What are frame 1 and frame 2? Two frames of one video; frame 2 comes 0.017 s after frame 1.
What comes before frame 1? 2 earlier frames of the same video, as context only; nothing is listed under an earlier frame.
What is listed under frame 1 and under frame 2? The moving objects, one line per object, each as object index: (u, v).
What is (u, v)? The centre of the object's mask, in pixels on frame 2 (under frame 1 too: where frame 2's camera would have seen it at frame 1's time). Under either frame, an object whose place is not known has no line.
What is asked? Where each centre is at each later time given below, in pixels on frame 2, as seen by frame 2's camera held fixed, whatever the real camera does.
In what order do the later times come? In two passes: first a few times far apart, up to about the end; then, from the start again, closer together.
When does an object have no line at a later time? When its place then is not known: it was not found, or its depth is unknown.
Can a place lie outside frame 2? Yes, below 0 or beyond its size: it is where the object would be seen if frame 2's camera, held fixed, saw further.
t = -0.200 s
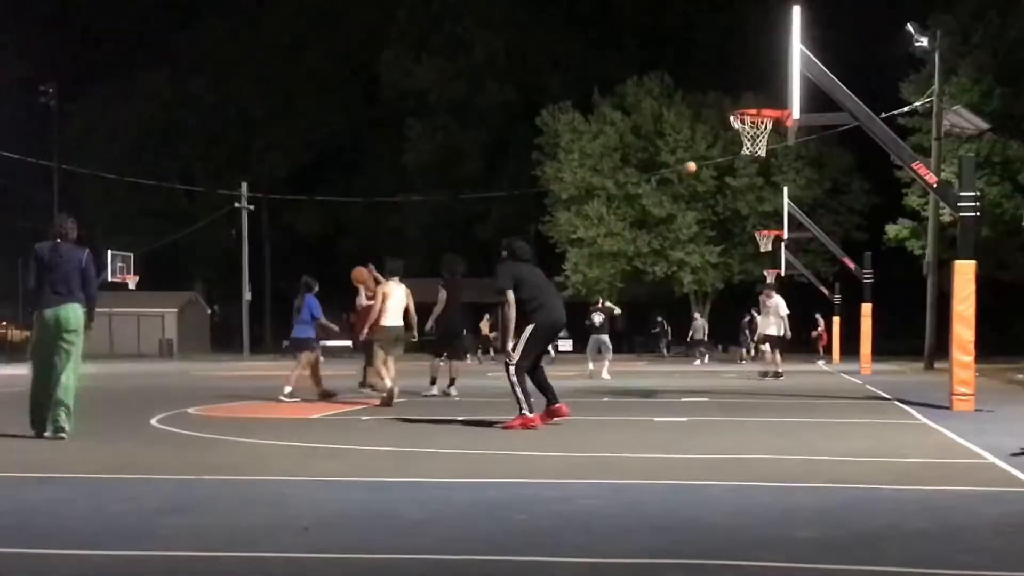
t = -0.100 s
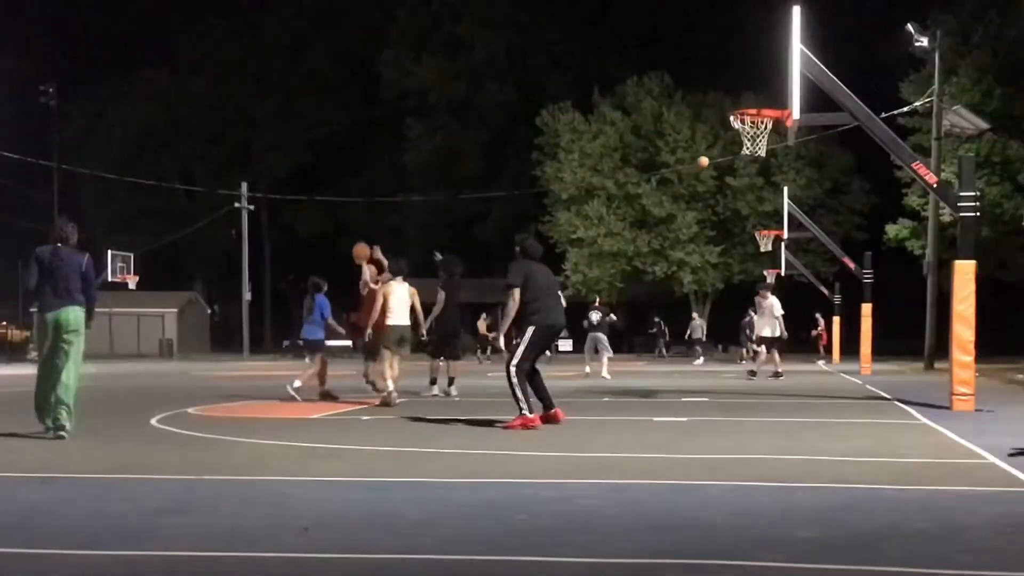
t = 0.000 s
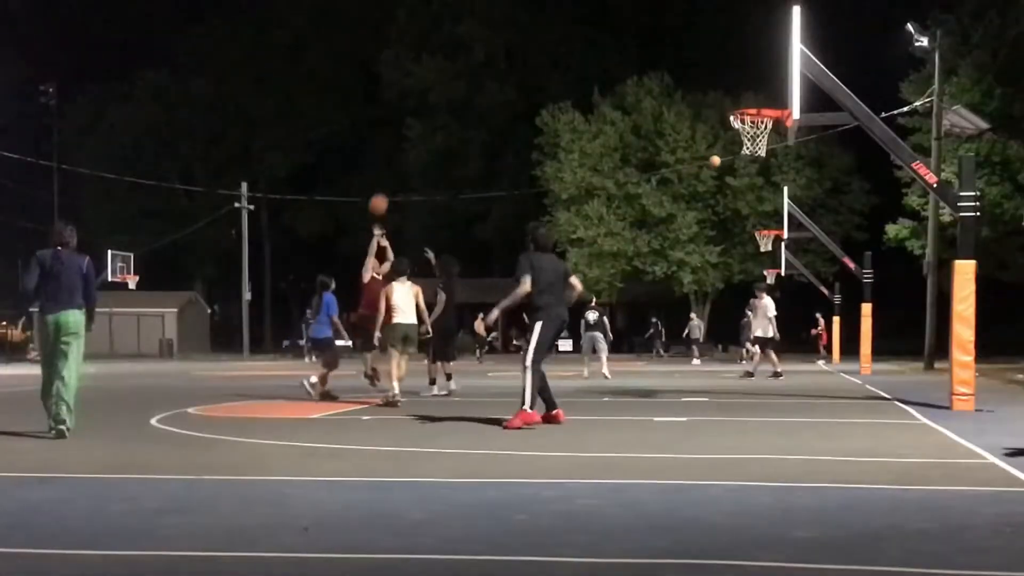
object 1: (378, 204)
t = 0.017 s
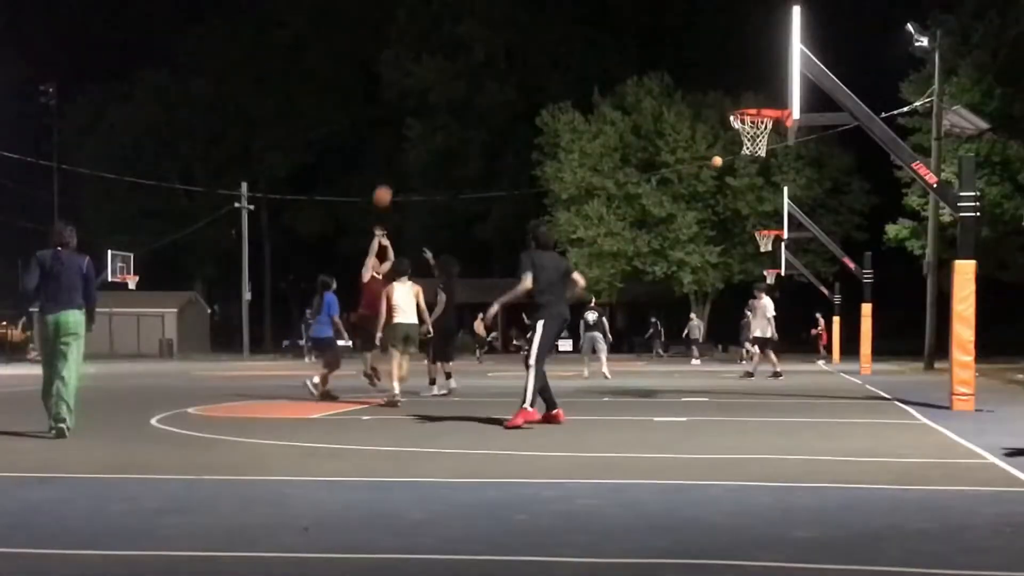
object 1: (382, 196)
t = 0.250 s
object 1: (443, 96)
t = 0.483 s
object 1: (509, 28)
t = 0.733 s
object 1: (588, 6)
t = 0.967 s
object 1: (667, 26)
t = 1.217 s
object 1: (757, 104)
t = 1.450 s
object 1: (726, 55)
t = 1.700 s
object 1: (684, 30)
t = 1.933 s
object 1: (642, 62)
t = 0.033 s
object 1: (386, 188)
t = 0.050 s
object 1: (391, 180)
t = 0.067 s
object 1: (395, 172)
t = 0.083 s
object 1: (399, 164)
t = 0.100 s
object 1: (404, 157)
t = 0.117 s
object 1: (408, 149)
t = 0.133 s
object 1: (412, 142)
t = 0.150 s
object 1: (417, 135)
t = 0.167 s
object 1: (421, 128)
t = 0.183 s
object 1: (425, 121)
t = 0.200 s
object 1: (430, 114)
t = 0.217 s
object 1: (434, 108)
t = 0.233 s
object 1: (438, 102)
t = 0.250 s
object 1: (443, 96)
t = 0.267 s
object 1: (448, 90)
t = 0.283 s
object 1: (452, 84)
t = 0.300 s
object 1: (457, 78)
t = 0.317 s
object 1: (461, 73)
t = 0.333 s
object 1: (466, 67)
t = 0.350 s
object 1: (471, 62)
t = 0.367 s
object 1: (476, 57)
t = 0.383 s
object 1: (481, 52)
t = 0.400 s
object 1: (485, 48)
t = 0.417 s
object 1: (490, 44)
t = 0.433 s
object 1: (495, 39)
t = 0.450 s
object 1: (500, 35)
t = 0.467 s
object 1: (505, 32)
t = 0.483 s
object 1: (509, 28)
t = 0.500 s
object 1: (514, 25)
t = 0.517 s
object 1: (519, 22)
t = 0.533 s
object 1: (524, 19)
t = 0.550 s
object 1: (530, 16)
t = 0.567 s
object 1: (535, 14)
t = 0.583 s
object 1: (540, 11)
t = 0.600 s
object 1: (545, 10)
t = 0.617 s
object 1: (550, 9)
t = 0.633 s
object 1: (555, 8)
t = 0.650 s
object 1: (561, 7)
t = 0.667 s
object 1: (566, 7)
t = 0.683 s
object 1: (571, 6)
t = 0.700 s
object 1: (576, 6)
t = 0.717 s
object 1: (582, 6)
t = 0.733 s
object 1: (588, 6)
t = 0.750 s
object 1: (593, 6)
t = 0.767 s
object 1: (598, 6)
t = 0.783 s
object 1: (604, 6)
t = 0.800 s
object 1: (610, 6)
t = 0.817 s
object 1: (615, 7)
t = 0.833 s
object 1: (621, 8)
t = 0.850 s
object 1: (627, 9)
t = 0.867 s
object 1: (632, 10)
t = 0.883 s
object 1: (638, 11)
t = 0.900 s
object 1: (644, 13)
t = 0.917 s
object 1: (650, 16)
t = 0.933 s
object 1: (656, 19)
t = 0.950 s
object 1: (662, 22)
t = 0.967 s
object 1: (667, 26)
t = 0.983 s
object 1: (673, 29)
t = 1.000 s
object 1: (679, 33)
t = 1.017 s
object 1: (685, 37)
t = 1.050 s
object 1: (698, 46)
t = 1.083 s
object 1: (710, 57)
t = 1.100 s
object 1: (716, 63)
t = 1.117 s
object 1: (722, 69)
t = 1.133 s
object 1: (729, 75)
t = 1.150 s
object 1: (735, 81)
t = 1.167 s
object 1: (741, 87)
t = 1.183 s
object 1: (748, 95)
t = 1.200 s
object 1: (754, 100)
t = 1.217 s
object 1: (757, 104)
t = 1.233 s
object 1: (757, 103)
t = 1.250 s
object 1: (757, 104)
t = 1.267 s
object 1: (756, 104)
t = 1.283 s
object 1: (756, 101)
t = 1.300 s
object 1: (751, 97)
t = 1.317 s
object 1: (748, 92)
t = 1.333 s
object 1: (746, 89)
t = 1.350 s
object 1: (742, 82)
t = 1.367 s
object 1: (740, 76)
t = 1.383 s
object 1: (737, 72)
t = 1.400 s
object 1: (734, 67)
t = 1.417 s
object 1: (732, 63)
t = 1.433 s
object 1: (729, 59)
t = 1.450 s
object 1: (726, 55)
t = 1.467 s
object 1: (723, 52)
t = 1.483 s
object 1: (720, 49)
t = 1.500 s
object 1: (718, 46)
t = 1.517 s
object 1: (715, 43)
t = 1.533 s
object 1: (713, 40)
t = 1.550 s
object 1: (710, 38)
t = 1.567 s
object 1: (707, 36)
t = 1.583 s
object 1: (704, 34)
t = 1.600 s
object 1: (702, 33)
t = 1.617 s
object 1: (699, 31)
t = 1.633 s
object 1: (695, 31)
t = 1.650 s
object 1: (693, 30)
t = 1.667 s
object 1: (690, 30)
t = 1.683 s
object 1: (687, 30)
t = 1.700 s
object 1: (684, 30)
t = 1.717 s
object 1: (681, 30)
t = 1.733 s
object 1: (678, 31)
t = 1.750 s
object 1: (675, 32)
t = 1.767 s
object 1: (672, 34)
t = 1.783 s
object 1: (669, 35)
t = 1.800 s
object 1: (666, 37)
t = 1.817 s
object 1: (663, 39)
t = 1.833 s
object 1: (660, 42)
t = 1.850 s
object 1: (657, 44)
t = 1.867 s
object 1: (654, 48)
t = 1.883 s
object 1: (651, 51)
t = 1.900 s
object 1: (648, 54)
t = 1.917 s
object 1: (645, 59)
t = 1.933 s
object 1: (642, 62)
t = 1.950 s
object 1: (639, 66)
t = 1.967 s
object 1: (636, 71)
